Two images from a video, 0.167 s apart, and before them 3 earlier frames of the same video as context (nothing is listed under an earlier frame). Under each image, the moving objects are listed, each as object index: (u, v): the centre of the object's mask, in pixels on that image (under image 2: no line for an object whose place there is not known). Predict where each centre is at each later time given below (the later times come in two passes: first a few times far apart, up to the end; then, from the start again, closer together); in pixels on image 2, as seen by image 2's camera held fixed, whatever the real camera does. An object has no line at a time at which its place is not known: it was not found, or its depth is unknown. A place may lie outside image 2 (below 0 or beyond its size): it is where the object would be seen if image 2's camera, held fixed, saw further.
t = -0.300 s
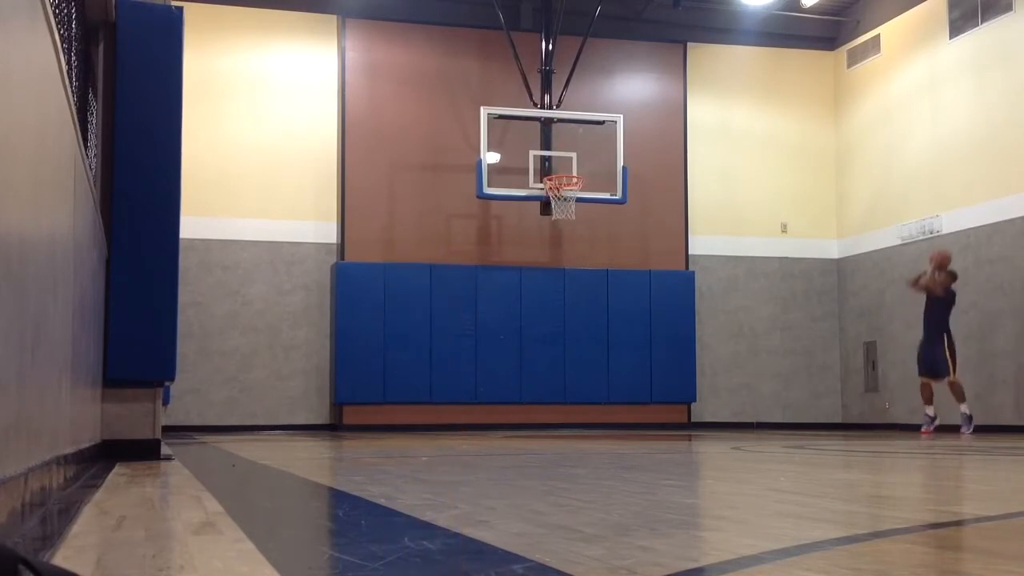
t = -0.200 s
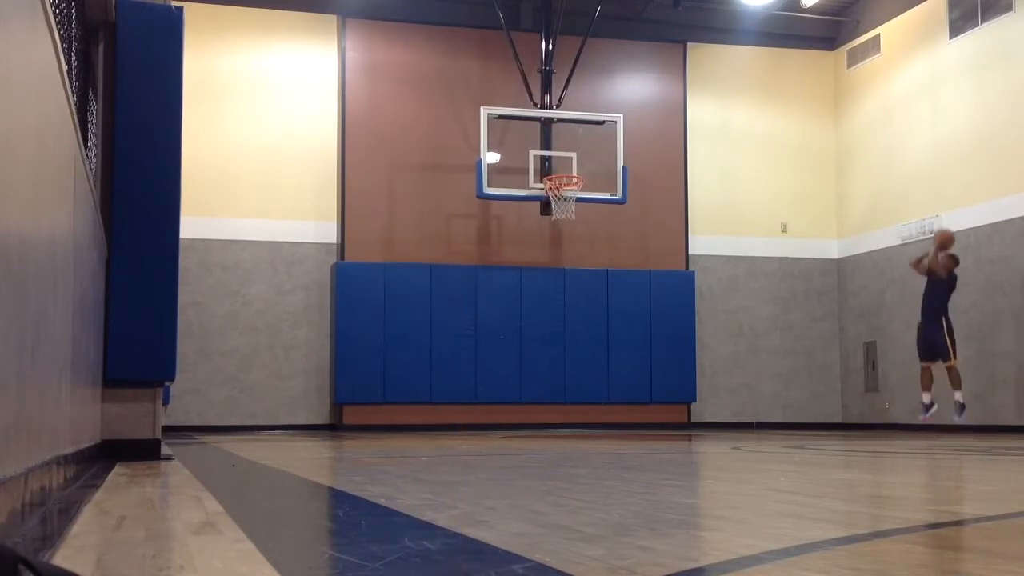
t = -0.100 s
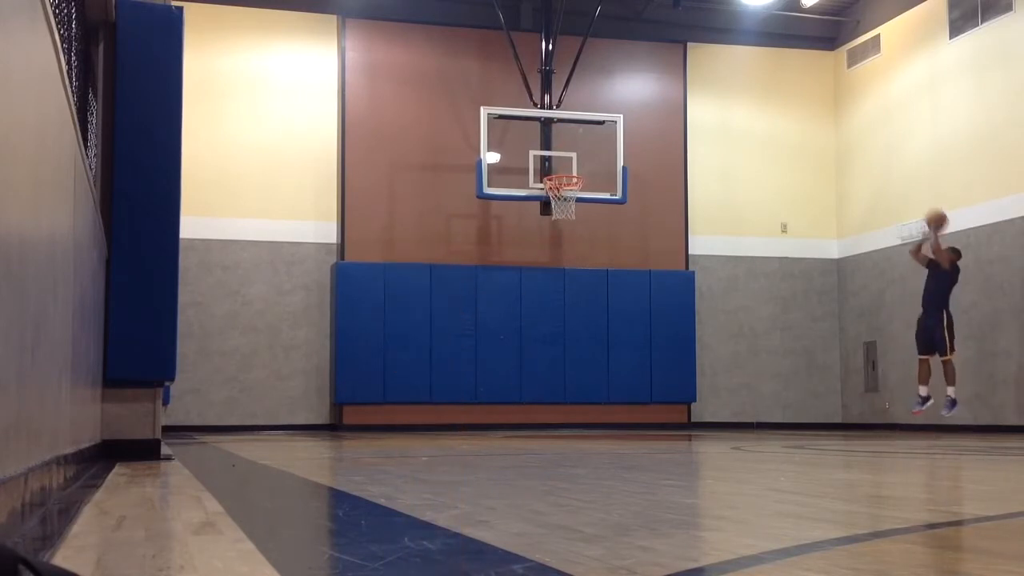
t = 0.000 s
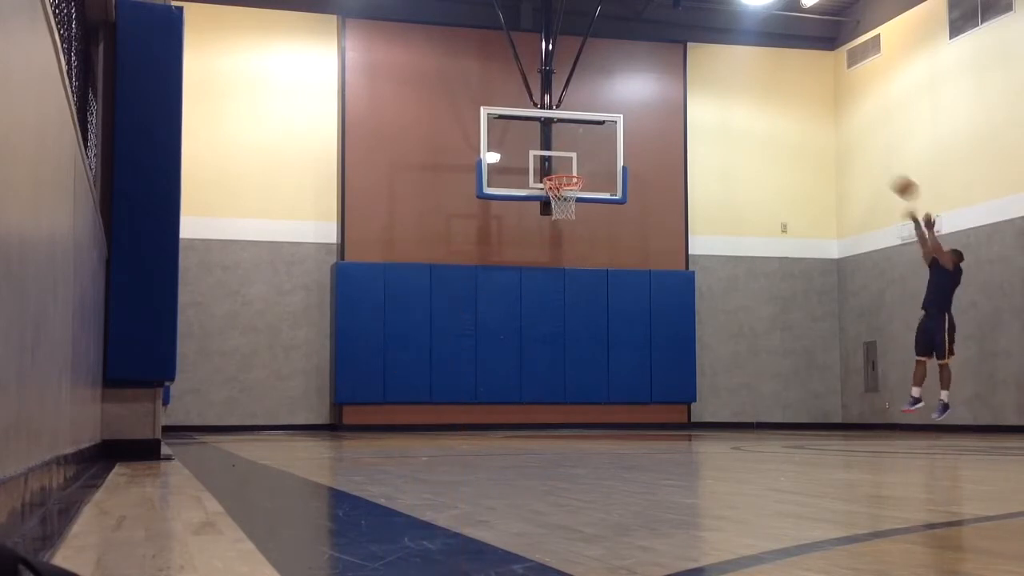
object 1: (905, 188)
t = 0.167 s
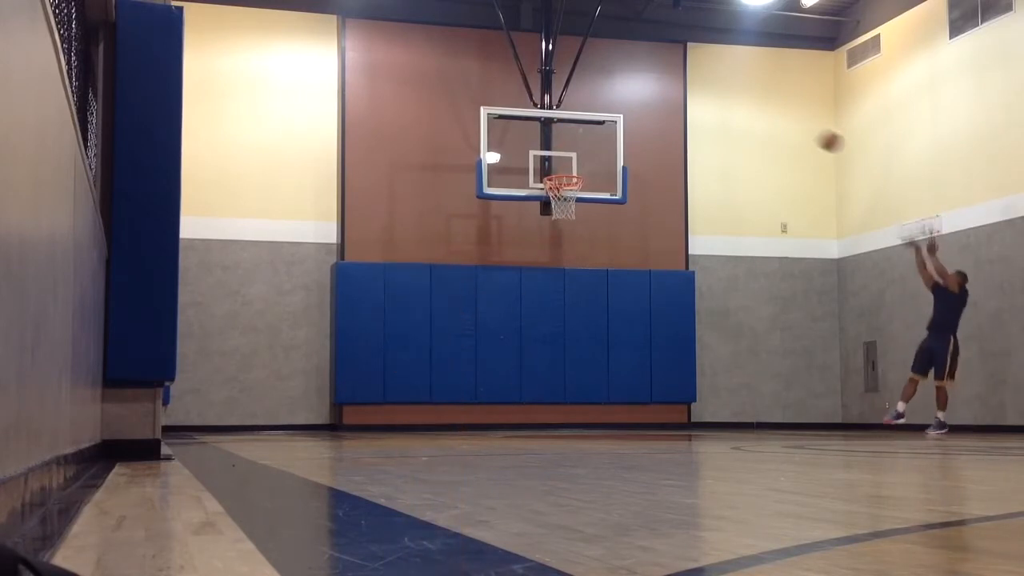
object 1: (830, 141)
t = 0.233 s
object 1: (801, 130)
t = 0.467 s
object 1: (701, 117)
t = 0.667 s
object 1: (621, 141)
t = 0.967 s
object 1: (554, 226)
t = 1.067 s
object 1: (558, 258)
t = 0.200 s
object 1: (816, 135)
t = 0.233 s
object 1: (801, 130)
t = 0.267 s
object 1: (786, 125)
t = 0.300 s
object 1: (772, 122)
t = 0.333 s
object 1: (757, 119)
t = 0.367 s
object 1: (743, 117)
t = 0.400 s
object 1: (730, 116)
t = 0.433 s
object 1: (717, 116)
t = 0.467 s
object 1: (701, 117)
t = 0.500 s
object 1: (689, 119)
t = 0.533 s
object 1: (673, 123)
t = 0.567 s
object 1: (660, 126)
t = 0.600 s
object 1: (647, 130)
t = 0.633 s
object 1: (634, 136)
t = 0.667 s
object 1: (621, 141)
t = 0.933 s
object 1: (553, 218)
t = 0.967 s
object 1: (554, 226)
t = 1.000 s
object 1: (555, 235)
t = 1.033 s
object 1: (557, 247)
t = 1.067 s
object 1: (558, 258)
